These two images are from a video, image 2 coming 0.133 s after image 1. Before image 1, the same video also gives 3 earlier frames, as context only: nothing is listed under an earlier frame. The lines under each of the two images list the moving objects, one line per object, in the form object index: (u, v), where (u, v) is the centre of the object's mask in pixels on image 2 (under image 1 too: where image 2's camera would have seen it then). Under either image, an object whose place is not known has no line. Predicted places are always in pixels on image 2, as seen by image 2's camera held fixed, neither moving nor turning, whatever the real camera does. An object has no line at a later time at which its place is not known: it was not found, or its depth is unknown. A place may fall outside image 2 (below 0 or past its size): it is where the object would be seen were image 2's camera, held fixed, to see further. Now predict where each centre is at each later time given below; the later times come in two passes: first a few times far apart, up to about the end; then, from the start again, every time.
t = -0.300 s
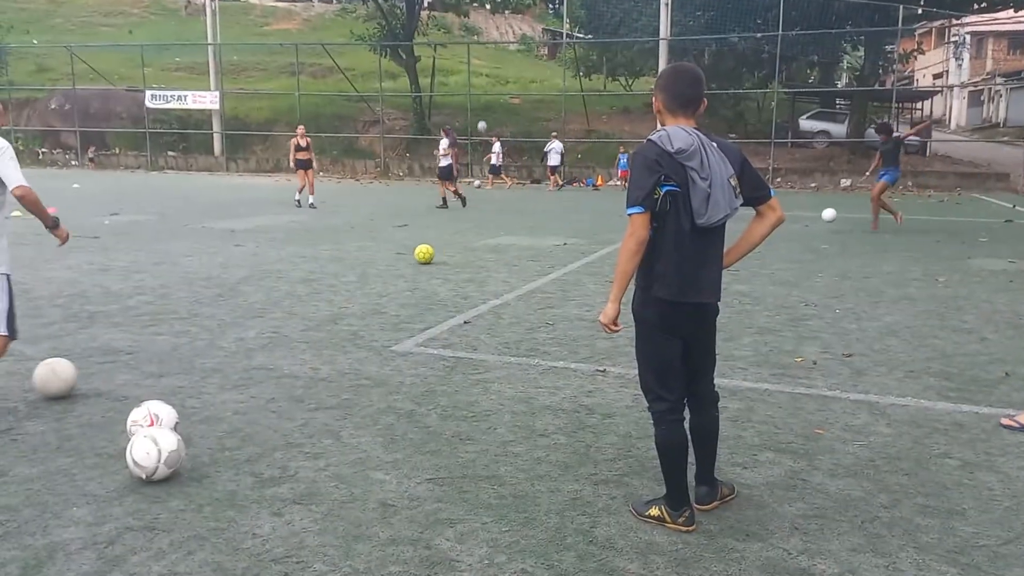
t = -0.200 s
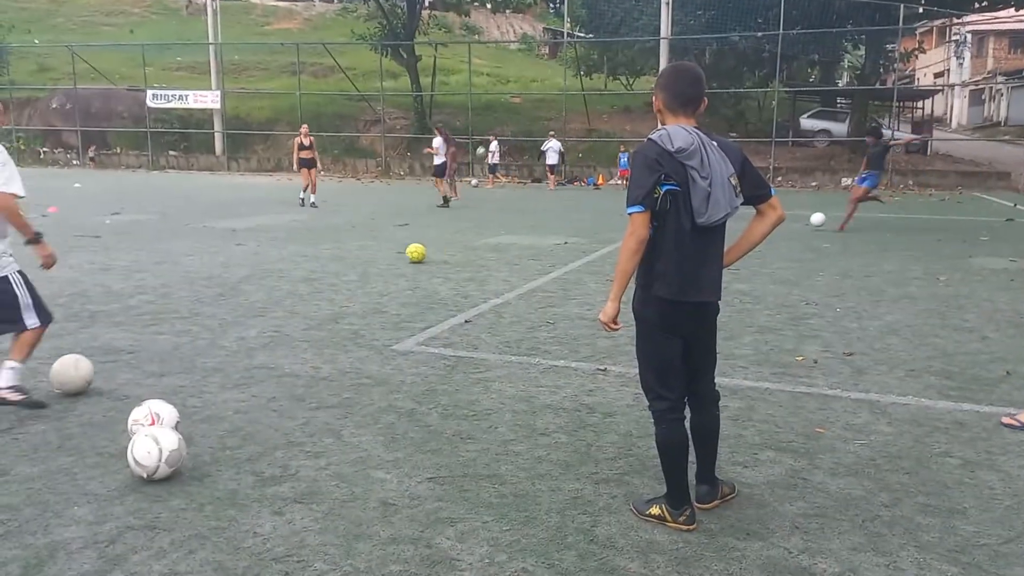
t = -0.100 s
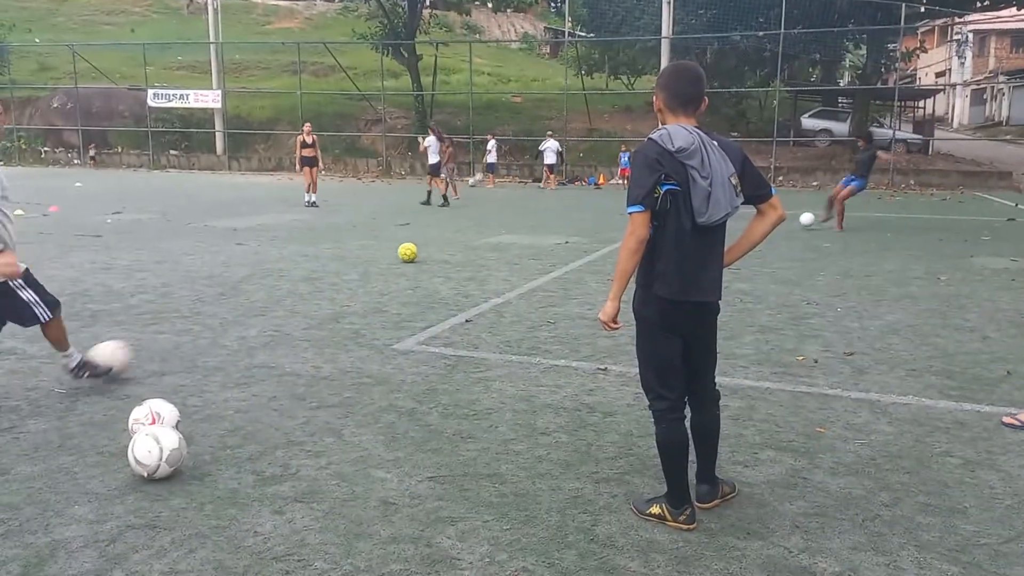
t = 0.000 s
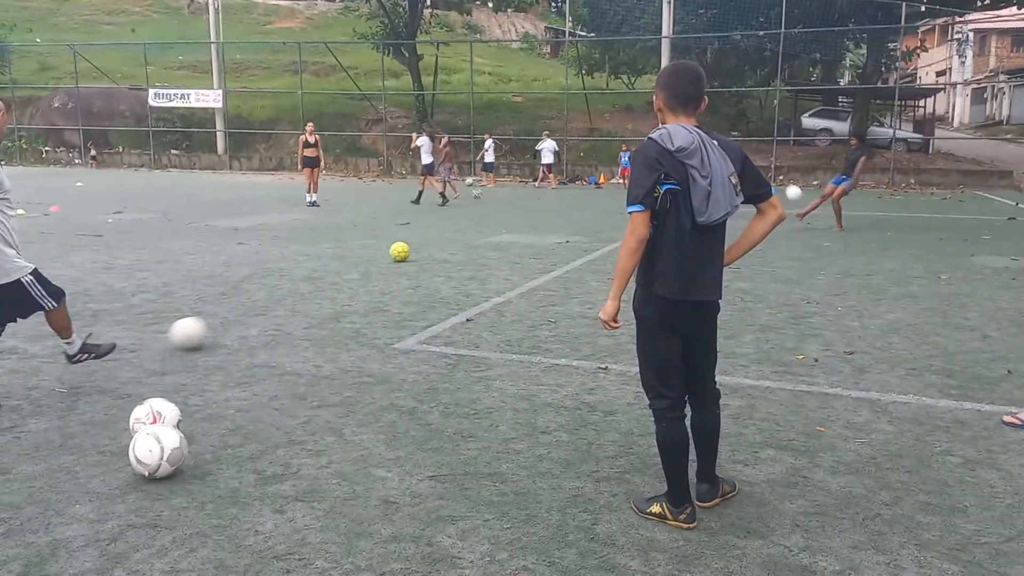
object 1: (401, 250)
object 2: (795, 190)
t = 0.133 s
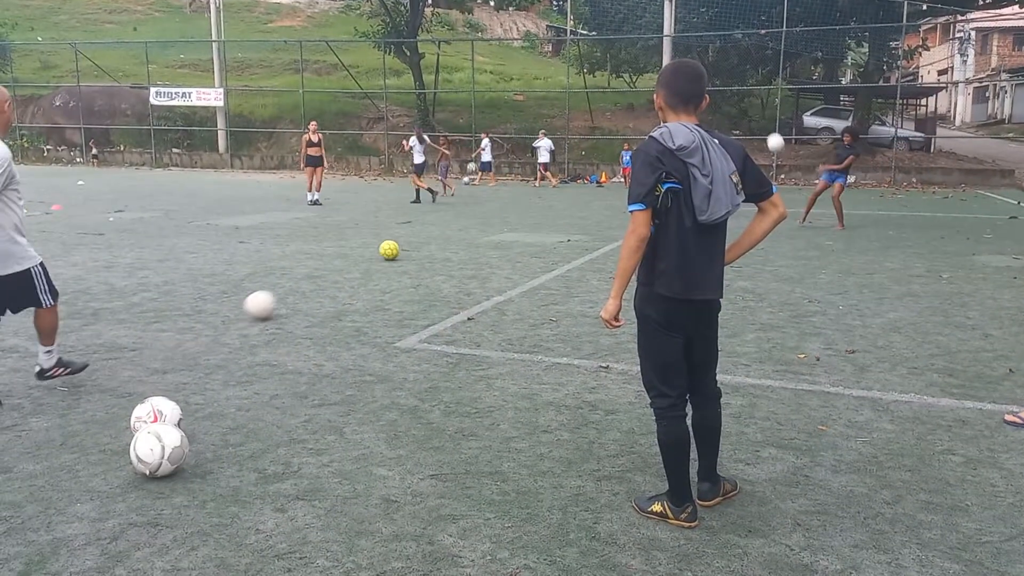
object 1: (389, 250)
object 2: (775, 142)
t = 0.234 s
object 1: (381, 250)
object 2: (758, 108)
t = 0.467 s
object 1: (362, 250)
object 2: (712, 40)
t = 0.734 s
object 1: (341, 249)
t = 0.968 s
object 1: (325, 249)
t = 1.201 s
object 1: (309, 249)
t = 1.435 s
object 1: (294, 249)
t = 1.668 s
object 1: (280, 249)
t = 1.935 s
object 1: (265, 248)
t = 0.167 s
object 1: (386, 250)
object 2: (770, 130)
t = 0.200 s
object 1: (383, 250)
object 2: (764, 119)
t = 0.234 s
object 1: (381, 250)
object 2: (758, 108)
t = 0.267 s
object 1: (378, 250)
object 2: (752, 97)
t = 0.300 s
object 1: (375, 250)
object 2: (746, 86)
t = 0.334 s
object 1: (372, 250)
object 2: (740, 76)
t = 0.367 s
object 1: (370, 250)
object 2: (733, 67)
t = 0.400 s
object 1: (367, 250)
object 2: (727, 57)
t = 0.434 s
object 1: (365, 250)
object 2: (719, 48)
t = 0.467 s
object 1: (362, 250)
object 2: (712, 40)
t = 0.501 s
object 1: (359, 249)
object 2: (705, 33)
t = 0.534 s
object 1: (356, 249)
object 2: (696, 25)
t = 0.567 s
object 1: (354, 250)
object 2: (688, 19)
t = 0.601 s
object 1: (351, 250)
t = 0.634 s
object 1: (349, 250)
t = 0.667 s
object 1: (347, 249)
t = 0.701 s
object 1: (344, 249)
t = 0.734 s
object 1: (341, 249)
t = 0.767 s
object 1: (339, 249)
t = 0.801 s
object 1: (337, 249)
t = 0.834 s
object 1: (334, 249)
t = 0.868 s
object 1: (331, 249)
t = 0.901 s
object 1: (329, 249)
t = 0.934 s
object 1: (327, 249)
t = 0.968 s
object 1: (325, 249)
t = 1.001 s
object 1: (322, 249)
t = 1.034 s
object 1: (320, 249)
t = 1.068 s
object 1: (318, 249)
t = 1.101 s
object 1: (315, 249)
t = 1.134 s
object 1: (313, 249)
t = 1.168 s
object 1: (311, 249)
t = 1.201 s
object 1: (309, 249)
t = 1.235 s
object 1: (307, 249)
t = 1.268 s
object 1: (299, 245)
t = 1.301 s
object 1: (302, 249)
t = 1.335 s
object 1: (301, 249)
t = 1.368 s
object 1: (298, 249)
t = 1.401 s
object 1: (296, 249)
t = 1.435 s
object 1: (294, 249)
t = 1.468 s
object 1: (291, 248)
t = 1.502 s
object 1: (289, 248)
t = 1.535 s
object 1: (288, 248)
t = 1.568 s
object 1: (286, 249)
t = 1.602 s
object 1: (284, 249)
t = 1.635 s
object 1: (282, 248)
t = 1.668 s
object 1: (280, 249)
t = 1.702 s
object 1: (278, 248)
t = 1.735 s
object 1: (276, 248)
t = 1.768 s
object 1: (274, 248)
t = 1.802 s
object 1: (272, 248)
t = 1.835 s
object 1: (270, 248)
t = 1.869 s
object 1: (268, 248)
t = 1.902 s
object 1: (267, 248)
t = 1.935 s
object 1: (265, 248)
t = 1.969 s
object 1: (263, 248)
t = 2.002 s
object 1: (261, 248)
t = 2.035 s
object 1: (260, 248)
